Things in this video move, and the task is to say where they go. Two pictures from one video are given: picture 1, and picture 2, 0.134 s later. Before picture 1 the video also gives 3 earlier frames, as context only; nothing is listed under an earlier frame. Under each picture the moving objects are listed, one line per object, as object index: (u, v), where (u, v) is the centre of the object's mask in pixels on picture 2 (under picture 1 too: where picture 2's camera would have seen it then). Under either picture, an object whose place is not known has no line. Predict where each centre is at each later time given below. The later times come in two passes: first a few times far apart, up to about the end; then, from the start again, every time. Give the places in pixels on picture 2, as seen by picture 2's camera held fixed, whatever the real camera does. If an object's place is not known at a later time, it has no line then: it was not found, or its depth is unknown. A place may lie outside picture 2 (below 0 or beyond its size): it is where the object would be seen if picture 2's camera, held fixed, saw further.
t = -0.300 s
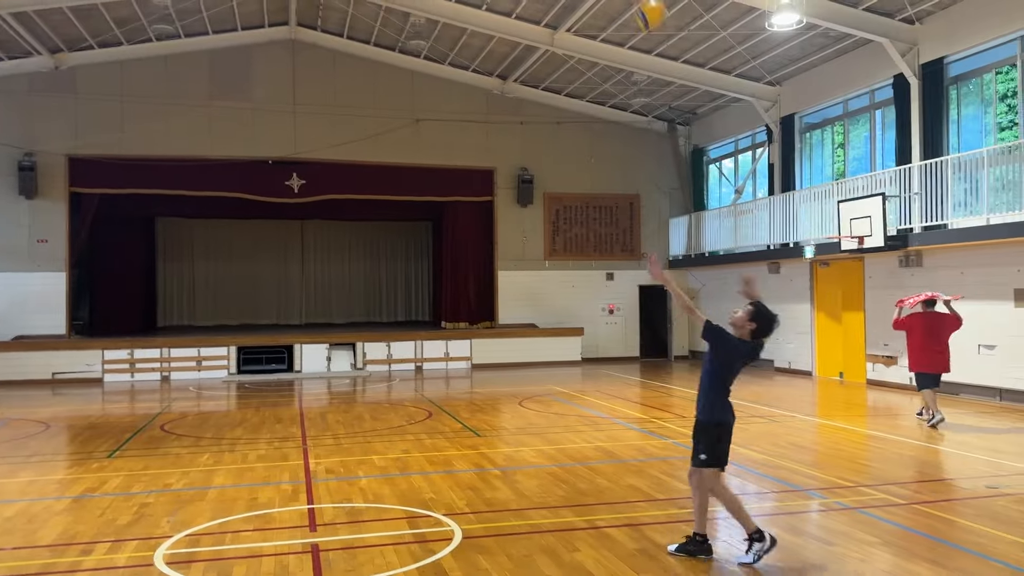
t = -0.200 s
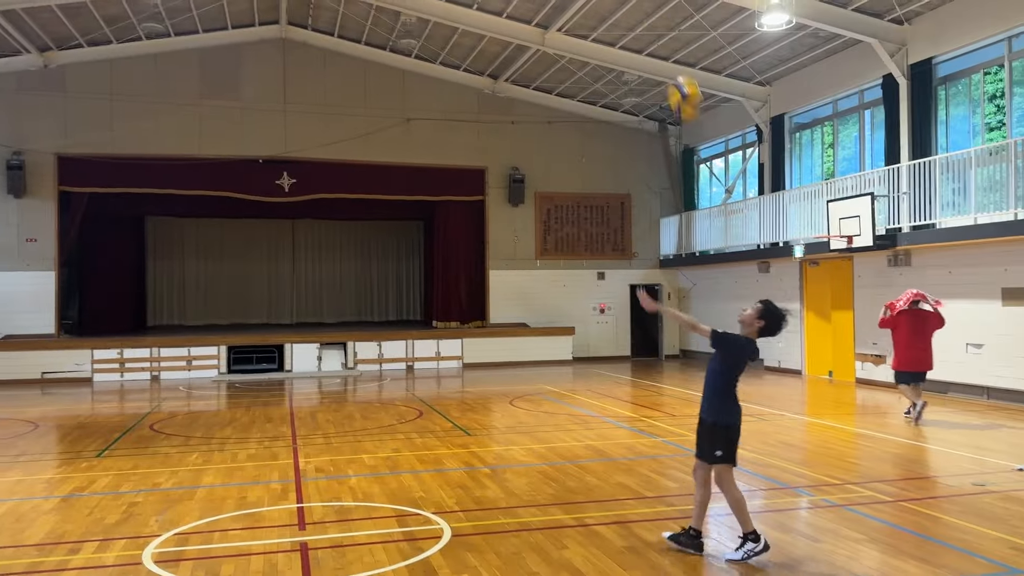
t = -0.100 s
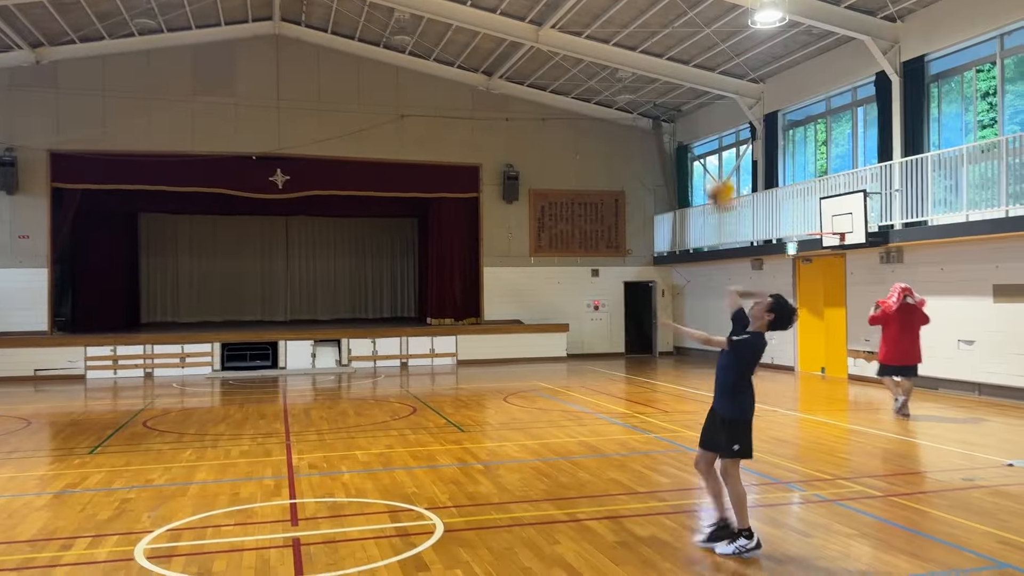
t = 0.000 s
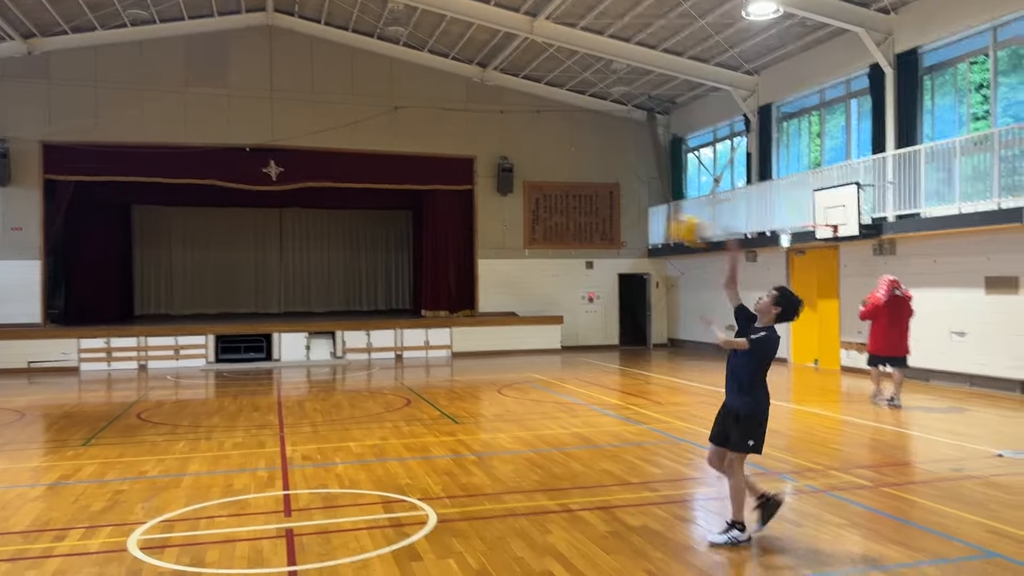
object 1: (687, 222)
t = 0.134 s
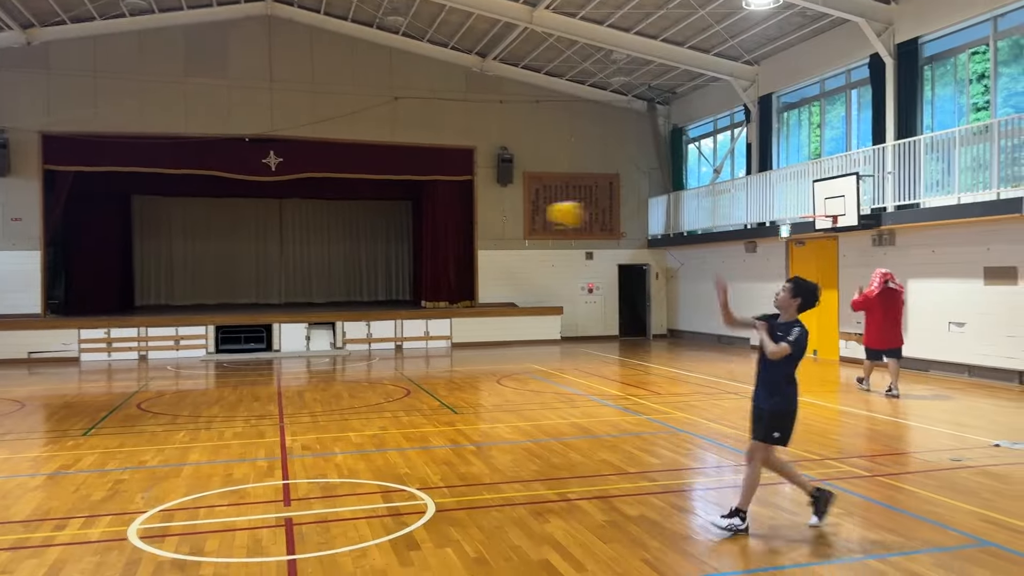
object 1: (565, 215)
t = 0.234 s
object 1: (487, 227)
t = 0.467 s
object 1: (343, 296)
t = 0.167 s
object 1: (538, 218)
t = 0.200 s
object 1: (514, 222)
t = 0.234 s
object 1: (487, 227)
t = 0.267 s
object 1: (463, 234)
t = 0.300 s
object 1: (441, 241)
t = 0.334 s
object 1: (420, 251)
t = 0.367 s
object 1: (399, 261)
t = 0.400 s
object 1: (379, 271)
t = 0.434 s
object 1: (360, 284)
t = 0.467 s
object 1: (343, 296)
